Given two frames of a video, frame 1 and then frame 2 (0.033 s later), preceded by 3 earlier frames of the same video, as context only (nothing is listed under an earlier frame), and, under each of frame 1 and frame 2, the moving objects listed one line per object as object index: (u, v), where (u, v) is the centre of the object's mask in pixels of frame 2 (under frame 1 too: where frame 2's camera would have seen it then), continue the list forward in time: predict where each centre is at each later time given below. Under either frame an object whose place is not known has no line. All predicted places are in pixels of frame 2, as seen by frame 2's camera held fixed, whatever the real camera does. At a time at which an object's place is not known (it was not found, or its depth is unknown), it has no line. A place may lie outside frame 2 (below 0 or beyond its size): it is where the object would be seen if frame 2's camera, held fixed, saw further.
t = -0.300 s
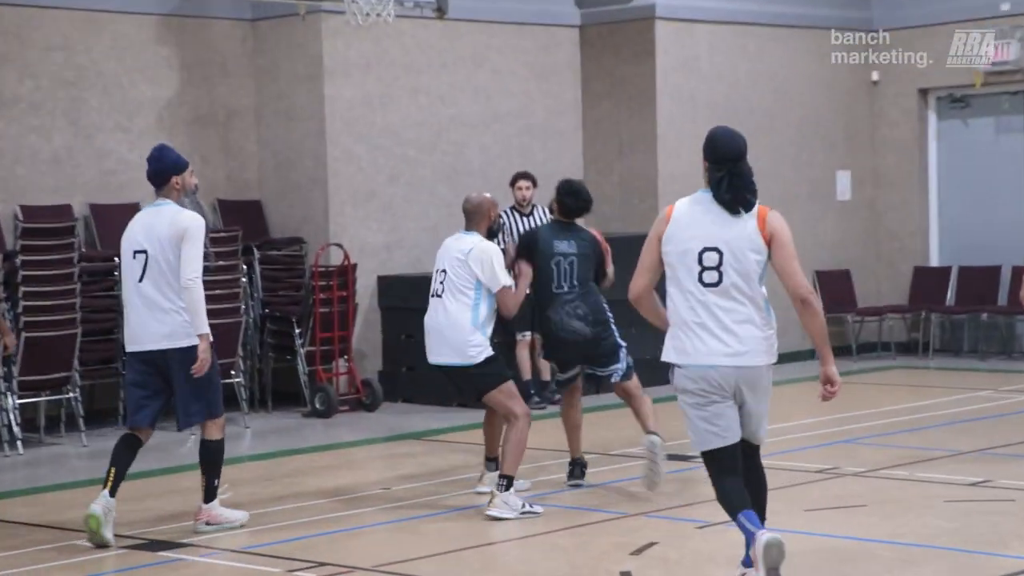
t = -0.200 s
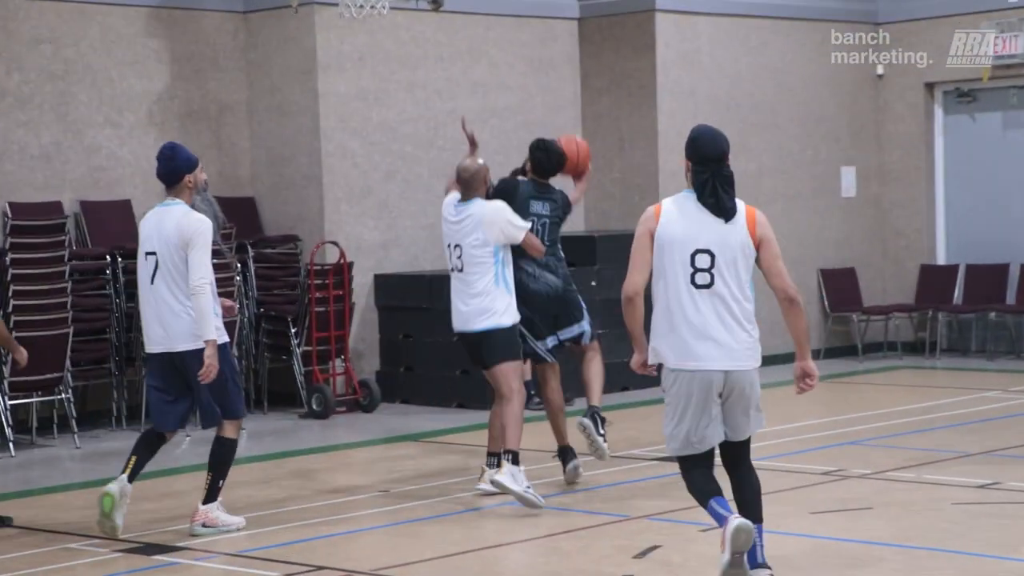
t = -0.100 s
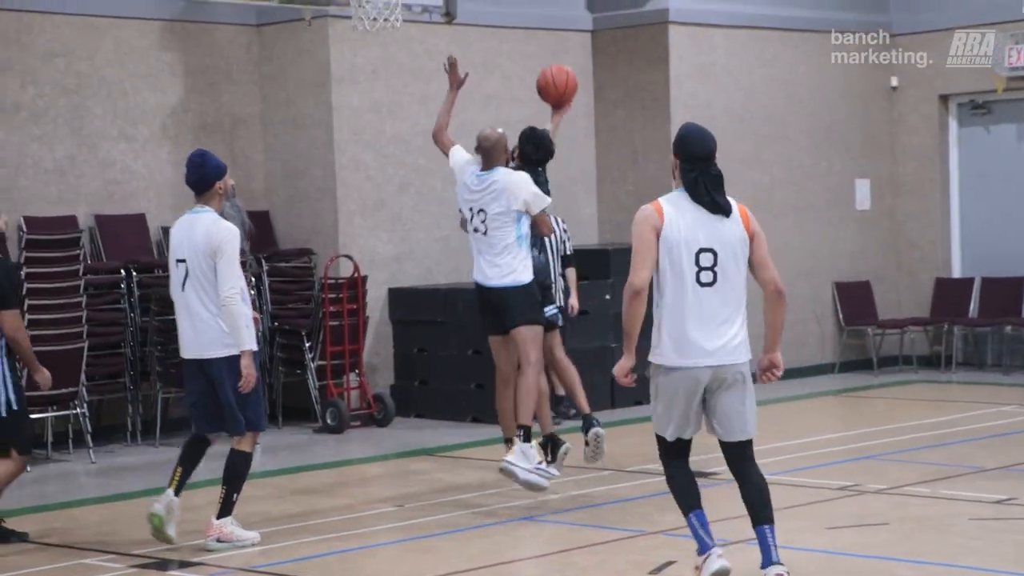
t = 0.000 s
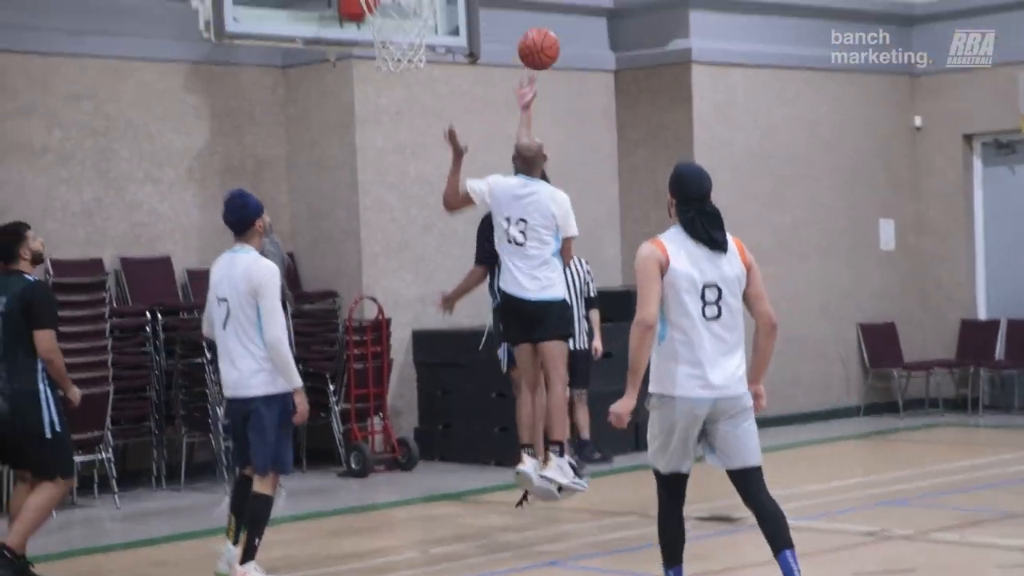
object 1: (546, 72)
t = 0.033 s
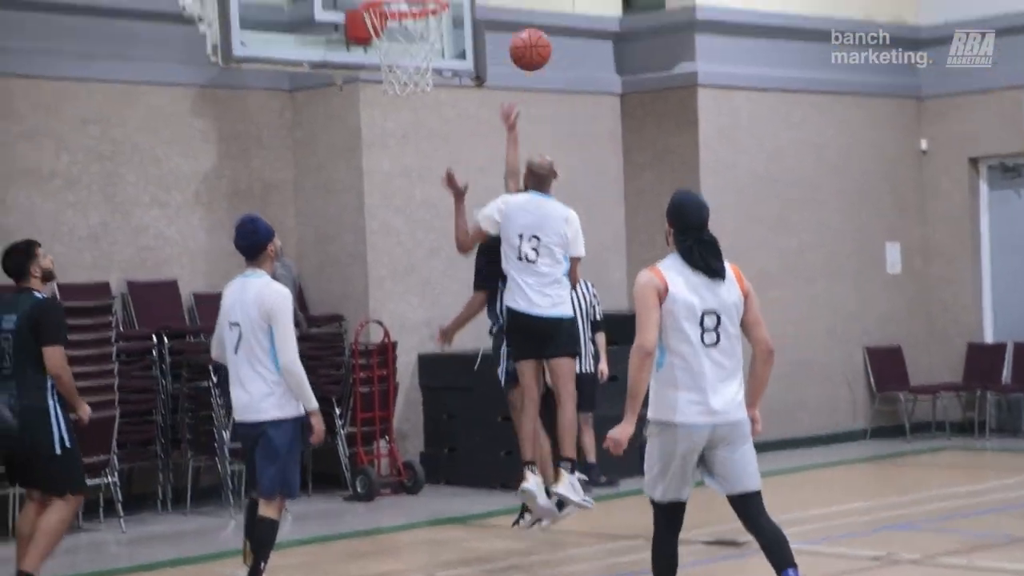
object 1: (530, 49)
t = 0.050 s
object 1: (523, 39)
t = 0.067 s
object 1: (516, 29)
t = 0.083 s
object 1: (509, 19)
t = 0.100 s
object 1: (502, 9)
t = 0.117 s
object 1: (494, 1)
